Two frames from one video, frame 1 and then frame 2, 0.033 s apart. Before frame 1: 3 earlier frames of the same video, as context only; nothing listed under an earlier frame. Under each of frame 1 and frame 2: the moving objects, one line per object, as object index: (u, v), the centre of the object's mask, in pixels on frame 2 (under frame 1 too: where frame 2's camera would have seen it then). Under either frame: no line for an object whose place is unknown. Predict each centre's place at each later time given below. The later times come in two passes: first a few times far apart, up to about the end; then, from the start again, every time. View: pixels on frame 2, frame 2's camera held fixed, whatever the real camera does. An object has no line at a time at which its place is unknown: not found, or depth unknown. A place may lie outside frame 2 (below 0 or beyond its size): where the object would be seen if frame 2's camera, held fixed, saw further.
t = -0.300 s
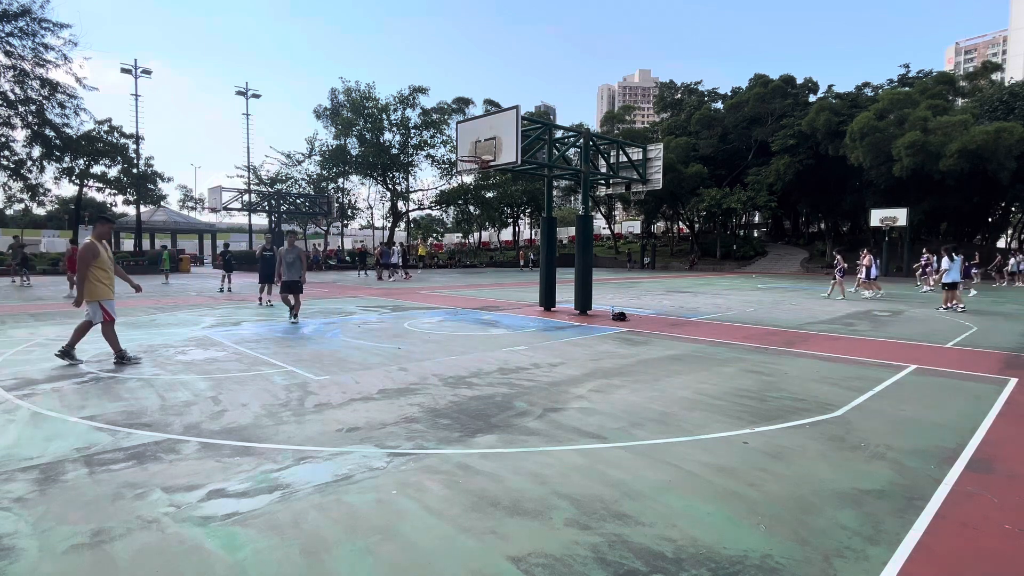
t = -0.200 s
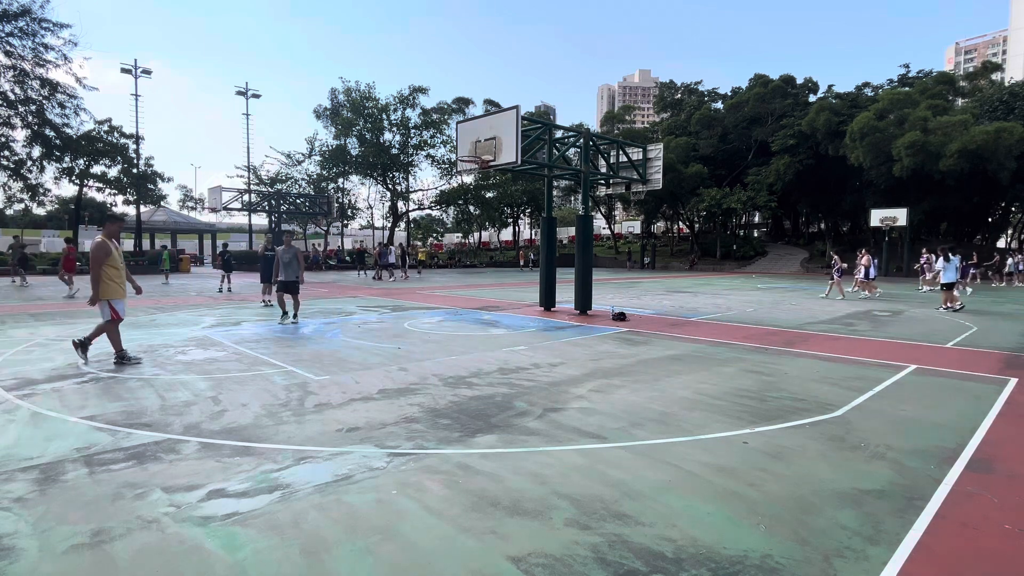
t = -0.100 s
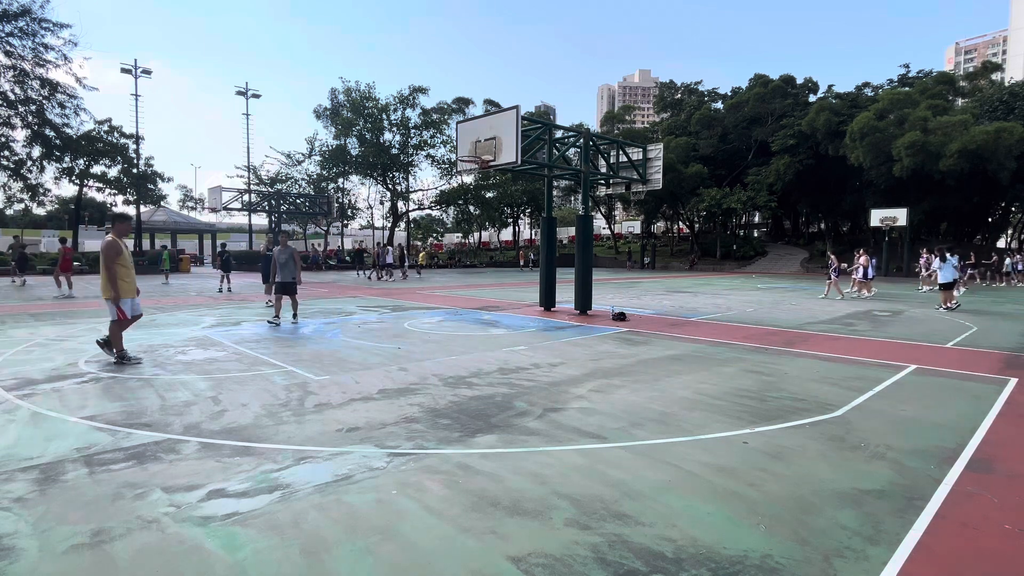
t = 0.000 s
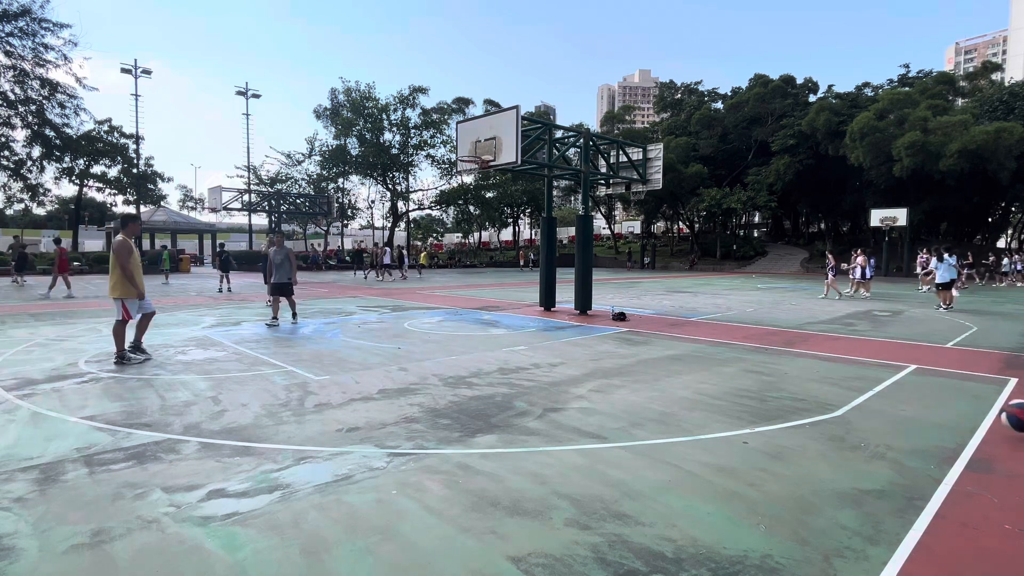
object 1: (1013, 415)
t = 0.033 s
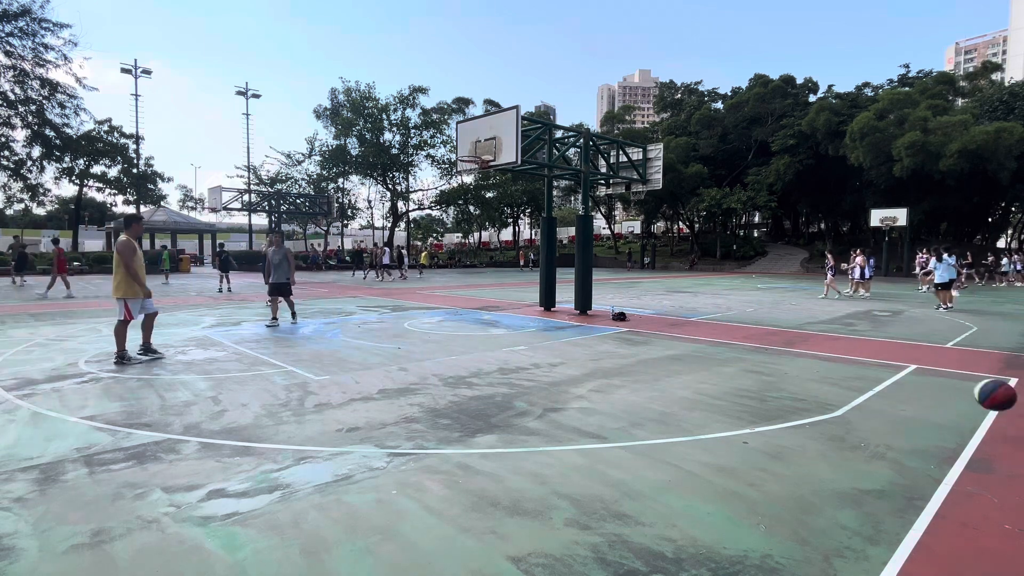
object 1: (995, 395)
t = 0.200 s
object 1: (877, 319)
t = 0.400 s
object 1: (752, 284)
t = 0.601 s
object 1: (646, 297)
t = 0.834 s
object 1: (543, 358)
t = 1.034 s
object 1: (467, 325)
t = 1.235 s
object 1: (399, 299)
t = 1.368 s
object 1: (359, 302)
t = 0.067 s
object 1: (970, 376)
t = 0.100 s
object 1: (946, 359)
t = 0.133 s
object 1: (922, 345)
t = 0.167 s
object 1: (899, 331)
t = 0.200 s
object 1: (877, 319)
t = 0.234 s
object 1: (855, 310)
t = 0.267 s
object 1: (833, 302)
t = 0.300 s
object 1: (813, 295)
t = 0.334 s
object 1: (792, 290)
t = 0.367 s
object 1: (772, 286)
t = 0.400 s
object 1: (752, 284)
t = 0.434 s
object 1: (733, 283)
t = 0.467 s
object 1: (715, 284)
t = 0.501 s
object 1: (697, 285)
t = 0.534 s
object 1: (680, 288)
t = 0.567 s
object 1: (663, 292)
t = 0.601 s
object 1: (646, 297)
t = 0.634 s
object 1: (631, 303)
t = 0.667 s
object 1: (615, 310)
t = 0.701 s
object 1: (599, 318)
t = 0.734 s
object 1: (585, 326)
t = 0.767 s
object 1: (570, 337)
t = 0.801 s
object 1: (557, 347)
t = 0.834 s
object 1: (543, 358)
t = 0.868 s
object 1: (530, 371)
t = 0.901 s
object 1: (517, 365)
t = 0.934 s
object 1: (504, 353)
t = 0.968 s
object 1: (492, 343)
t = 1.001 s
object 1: (480, 333)
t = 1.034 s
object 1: (467, 325)
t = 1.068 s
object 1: (456, 318)
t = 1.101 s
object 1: (444, 312)
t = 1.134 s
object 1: (432, 308)
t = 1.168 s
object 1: (421, 304)
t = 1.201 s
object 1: (410, 301)
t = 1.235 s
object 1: (399, 299)
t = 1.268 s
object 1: (389, 298)
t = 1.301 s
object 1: (379, 299)
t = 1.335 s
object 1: (369, 300)
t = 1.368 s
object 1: (359, 302)
